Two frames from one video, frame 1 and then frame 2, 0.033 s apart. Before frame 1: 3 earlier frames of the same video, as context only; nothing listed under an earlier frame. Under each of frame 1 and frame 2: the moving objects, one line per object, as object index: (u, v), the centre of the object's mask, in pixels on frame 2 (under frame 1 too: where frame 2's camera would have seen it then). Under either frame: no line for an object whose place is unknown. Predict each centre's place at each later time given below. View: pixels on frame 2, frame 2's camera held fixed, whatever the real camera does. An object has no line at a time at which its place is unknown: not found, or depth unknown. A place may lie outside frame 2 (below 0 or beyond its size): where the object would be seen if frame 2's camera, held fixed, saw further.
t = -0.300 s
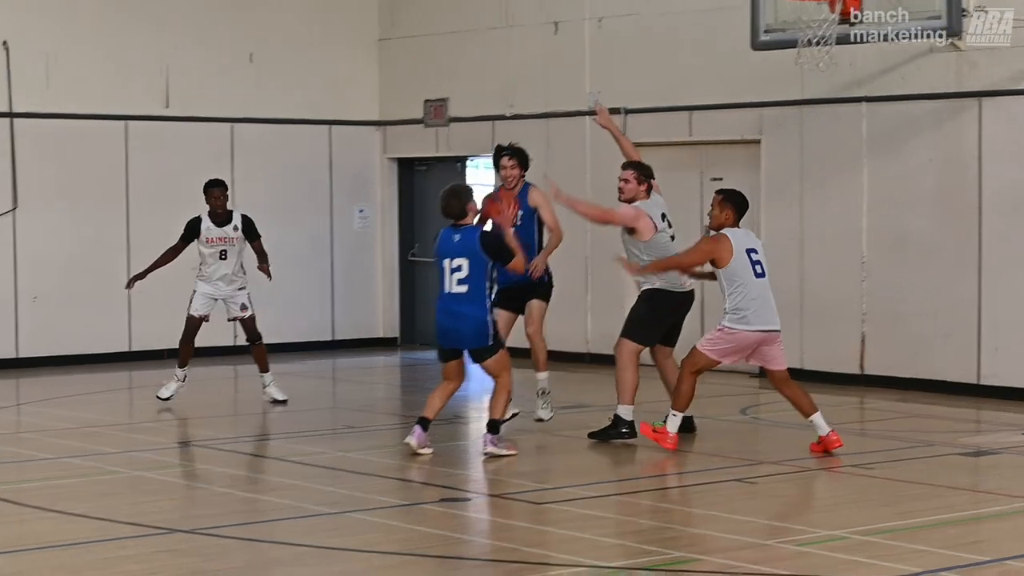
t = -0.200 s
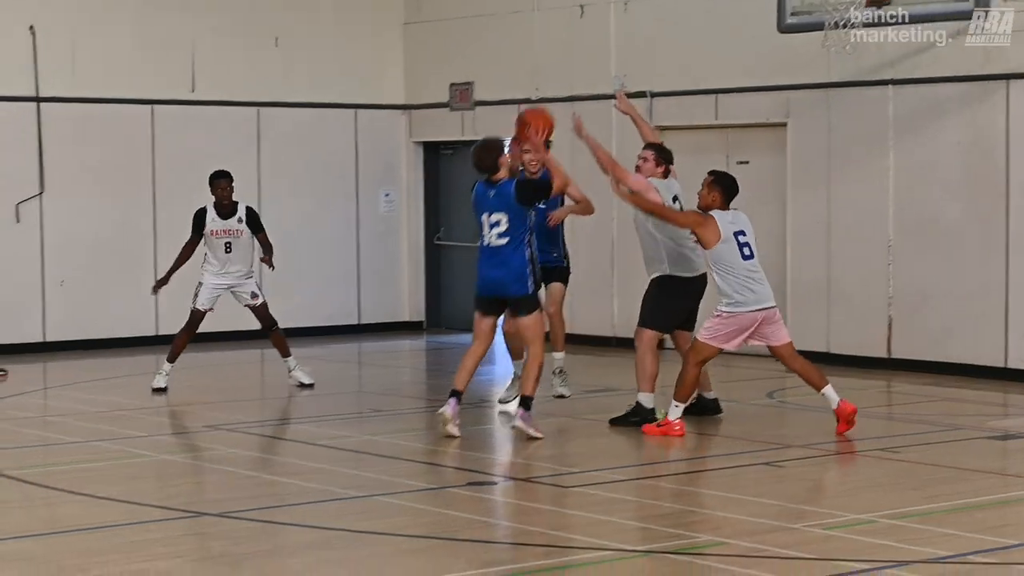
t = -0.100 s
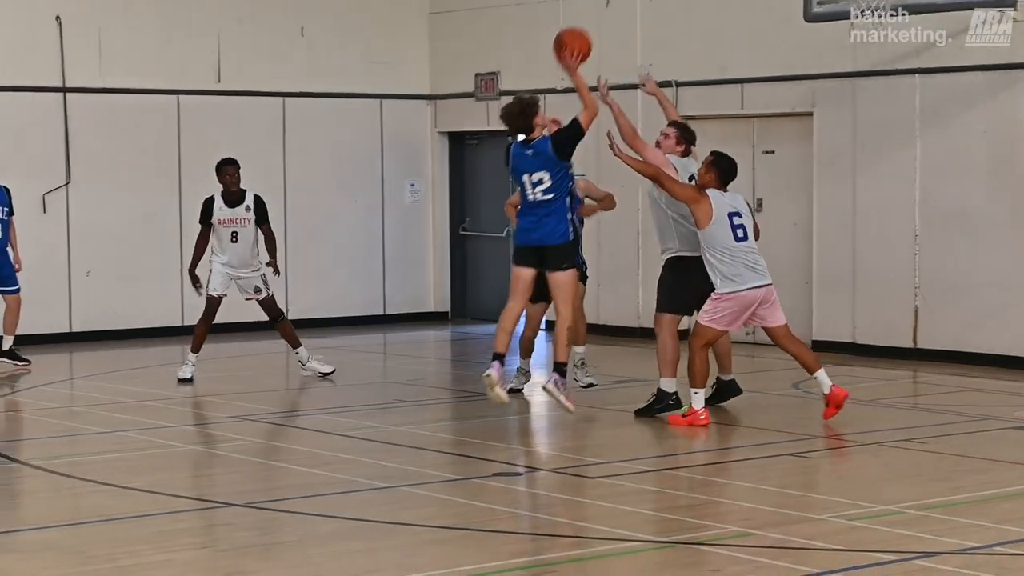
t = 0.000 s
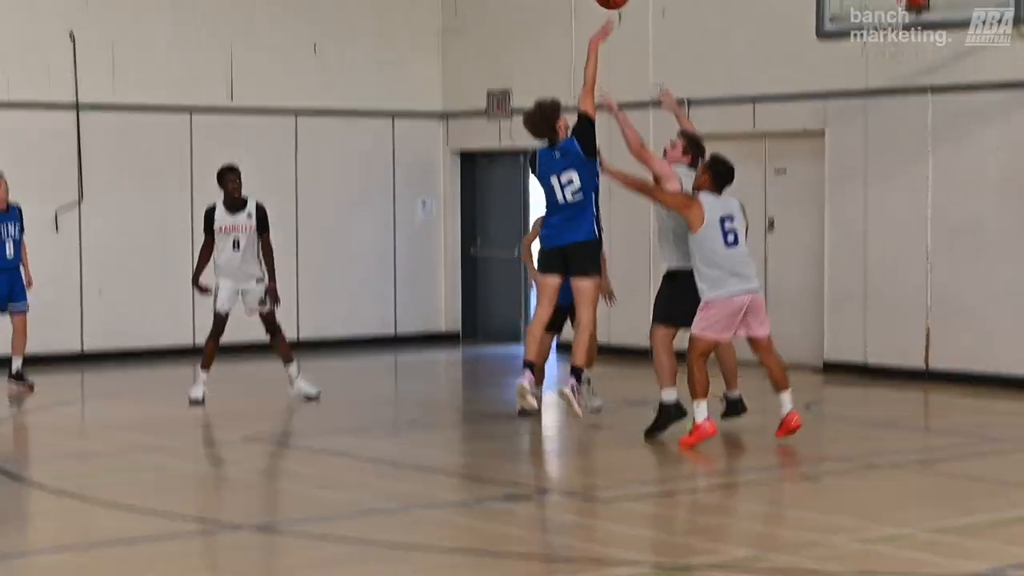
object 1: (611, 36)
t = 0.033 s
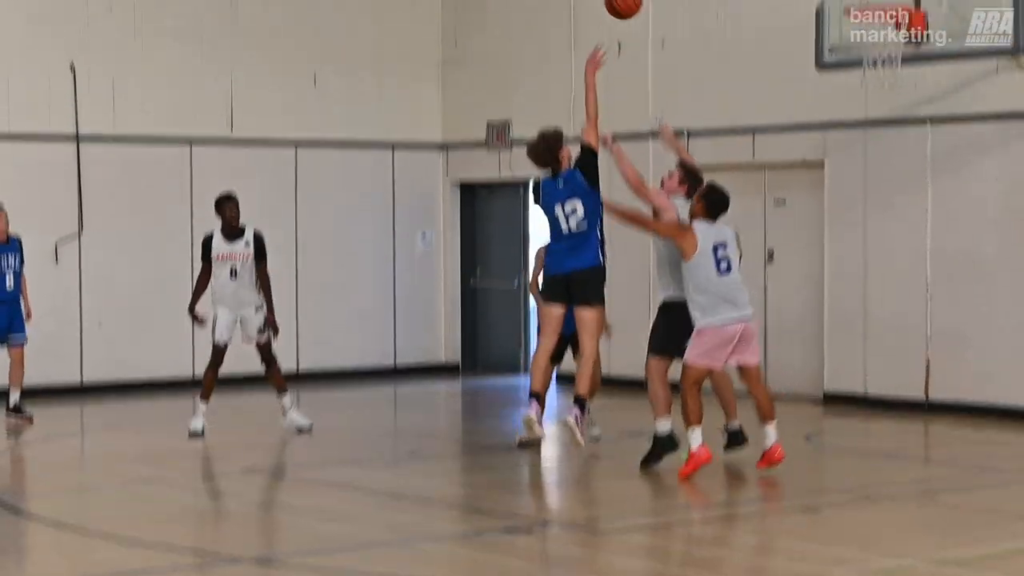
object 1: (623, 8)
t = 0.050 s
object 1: (629, -6)
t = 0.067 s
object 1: (636, -21)
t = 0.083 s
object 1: (643, -30)
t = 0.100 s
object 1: (648, -38)
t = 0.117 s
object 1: (654, -45)
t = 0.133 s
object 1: (660, -53)
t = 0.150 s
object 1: (666, -60)
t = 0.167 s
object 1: (672, -67)
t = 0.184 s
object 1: (677, -73)
